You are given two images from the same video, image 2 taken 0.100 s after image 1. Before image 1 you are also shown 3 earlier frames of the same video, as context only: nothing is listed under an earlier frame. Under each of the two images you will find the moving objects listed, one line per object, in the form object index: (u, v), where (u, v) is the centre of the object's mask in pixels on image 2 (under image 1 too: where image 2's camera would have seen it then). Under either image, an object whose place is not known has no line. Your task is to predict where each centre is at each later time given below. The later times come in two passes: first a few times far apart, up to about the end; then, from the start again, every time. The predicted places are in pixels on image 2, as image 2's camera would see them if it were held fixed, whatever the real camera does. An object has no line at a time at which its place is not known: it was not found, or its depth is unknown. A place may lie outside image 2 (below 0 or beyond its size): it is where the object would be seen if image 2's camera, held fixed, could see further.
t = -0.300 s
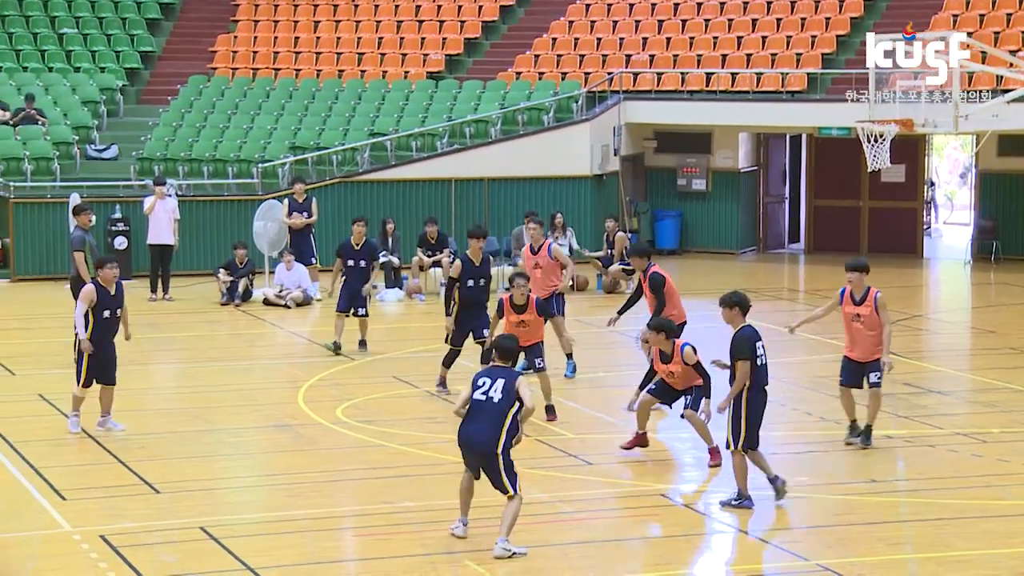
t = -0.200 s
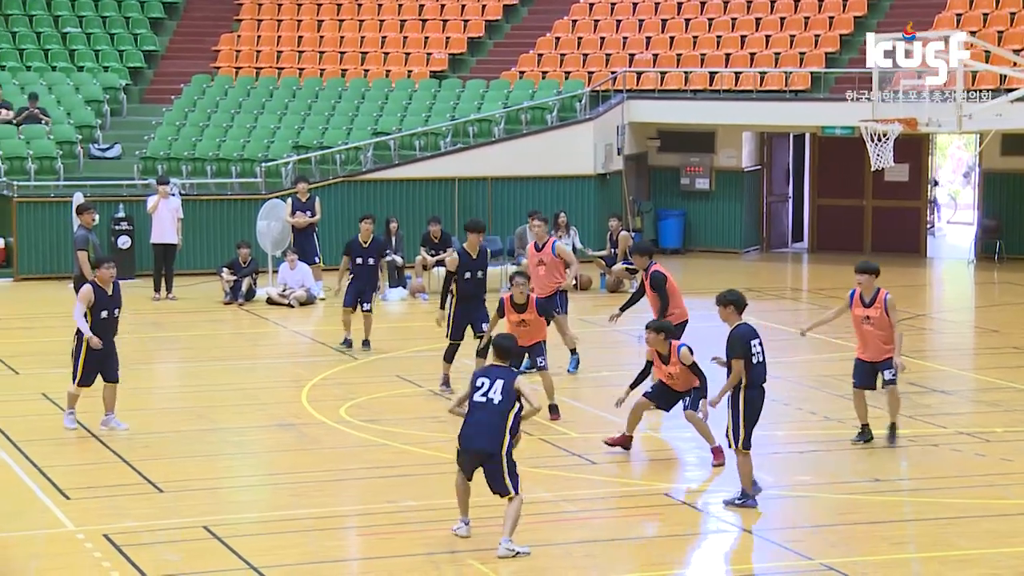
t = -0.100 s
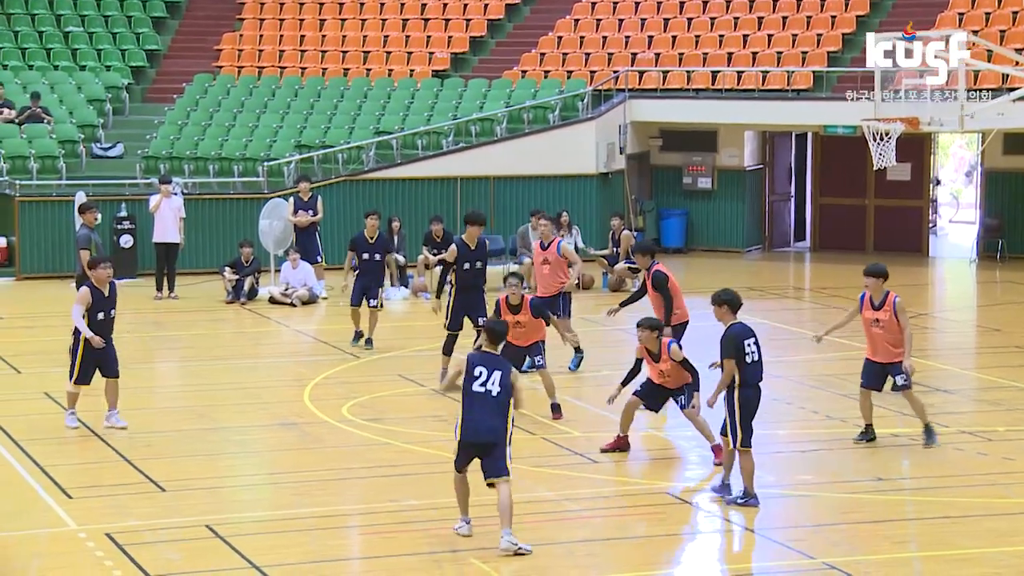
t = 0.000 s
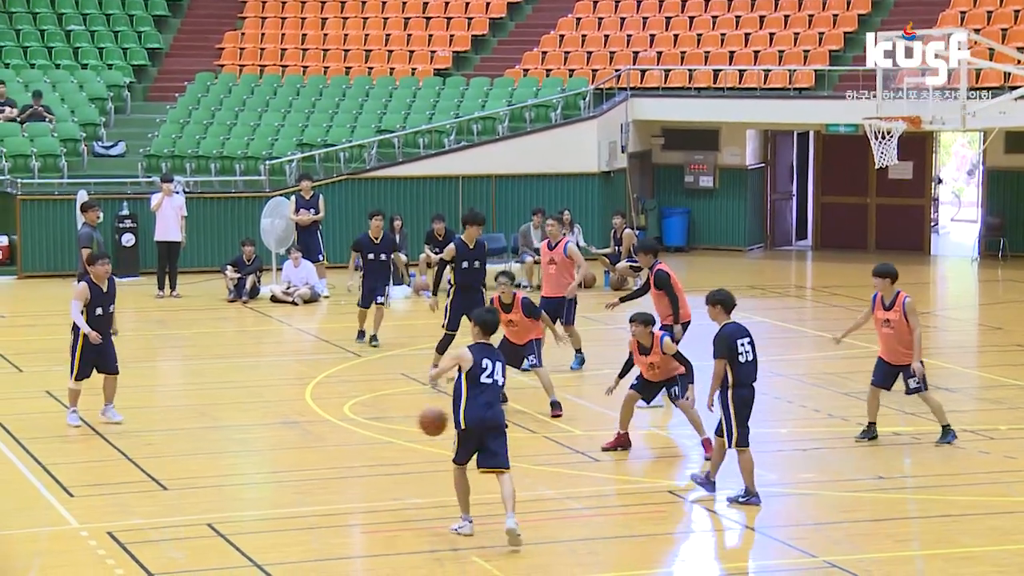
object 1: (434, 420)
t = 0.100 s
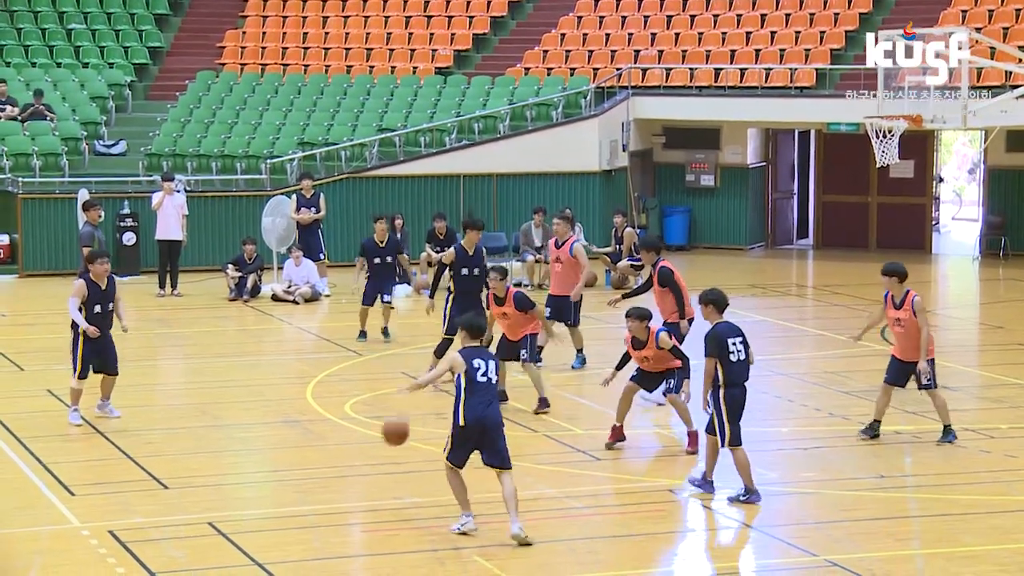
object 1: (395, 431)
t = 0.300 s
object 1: (323, 471)
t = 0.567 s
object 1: (256, 406)
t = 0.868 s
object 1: (187, 428)
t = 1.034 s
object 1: (150, 423)
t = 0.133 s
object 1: (382, 438)
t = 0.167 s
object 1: (370, 445)
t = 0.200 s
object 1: (357, 454)
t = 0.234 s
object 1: (345, 463)
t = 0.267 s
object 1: (333, 474)
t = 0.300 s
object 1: (323, 471)
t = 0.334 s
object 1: (314, 458)
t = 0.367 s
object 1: (306, 447)
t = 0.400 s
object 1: (298, 437)
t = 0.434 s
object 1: (289, 428)
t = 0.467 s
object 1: (281, 420)
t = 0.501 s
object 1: (272, 414)
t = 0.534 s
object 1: (264, 409)
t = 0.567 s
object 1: (256, 406)
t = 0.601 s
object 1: (248, 403)
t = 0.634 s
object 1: (240, 402)
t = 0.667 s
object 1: (232, 402)
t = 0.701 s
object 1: (224, 403)
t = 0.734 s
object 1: (216, 405)
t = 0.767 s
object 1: (209, 409)
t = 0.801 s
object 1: (201, 415)
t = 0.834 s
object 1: (194, 421)
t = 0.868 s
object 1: (187, 428)
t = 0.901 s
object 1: (179, 436)
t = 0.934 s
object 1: (172, 445)
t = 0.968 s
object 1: (164, 442)
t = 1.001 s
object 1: (157, 432)
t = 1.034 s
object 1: (150, 423)
